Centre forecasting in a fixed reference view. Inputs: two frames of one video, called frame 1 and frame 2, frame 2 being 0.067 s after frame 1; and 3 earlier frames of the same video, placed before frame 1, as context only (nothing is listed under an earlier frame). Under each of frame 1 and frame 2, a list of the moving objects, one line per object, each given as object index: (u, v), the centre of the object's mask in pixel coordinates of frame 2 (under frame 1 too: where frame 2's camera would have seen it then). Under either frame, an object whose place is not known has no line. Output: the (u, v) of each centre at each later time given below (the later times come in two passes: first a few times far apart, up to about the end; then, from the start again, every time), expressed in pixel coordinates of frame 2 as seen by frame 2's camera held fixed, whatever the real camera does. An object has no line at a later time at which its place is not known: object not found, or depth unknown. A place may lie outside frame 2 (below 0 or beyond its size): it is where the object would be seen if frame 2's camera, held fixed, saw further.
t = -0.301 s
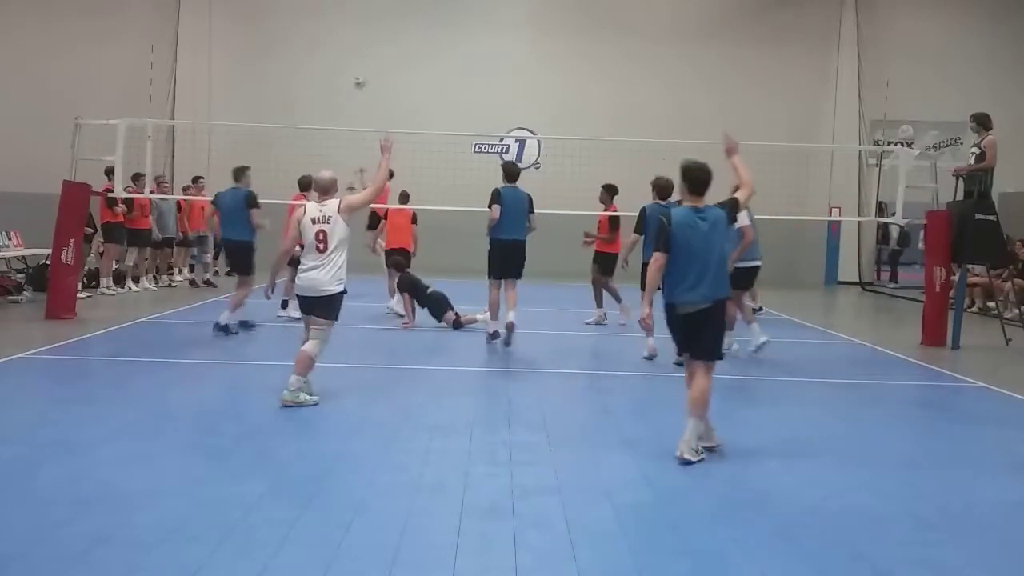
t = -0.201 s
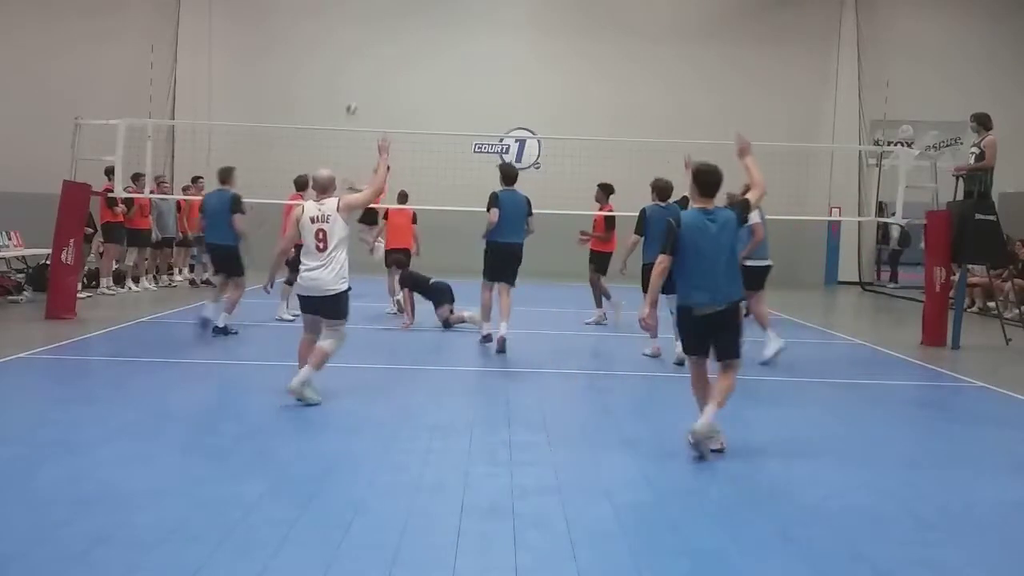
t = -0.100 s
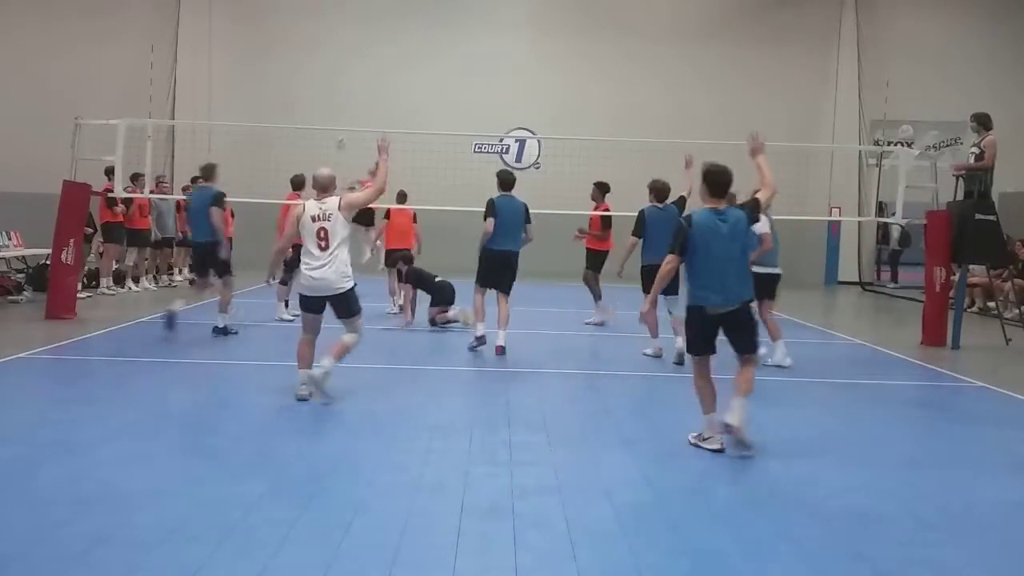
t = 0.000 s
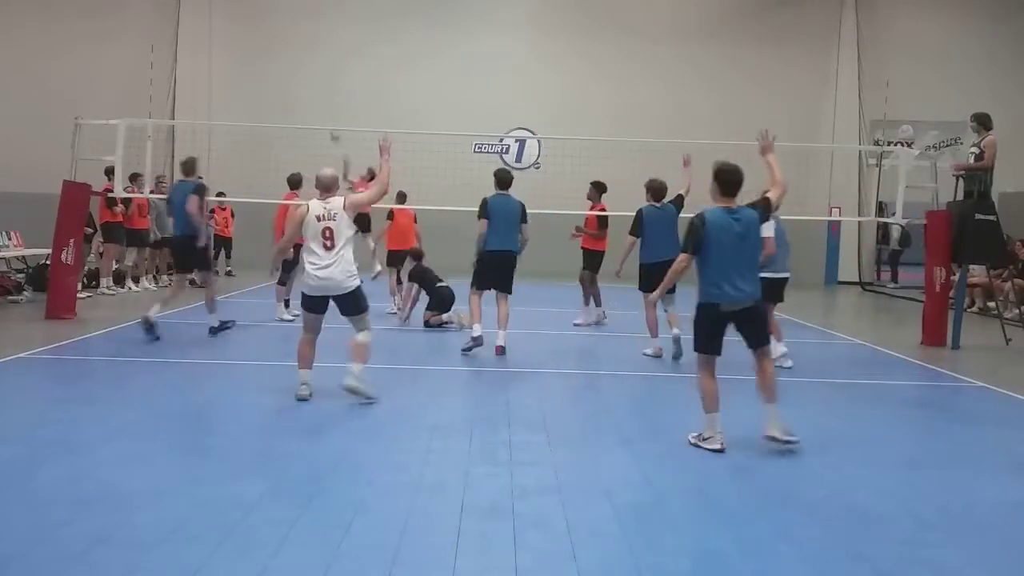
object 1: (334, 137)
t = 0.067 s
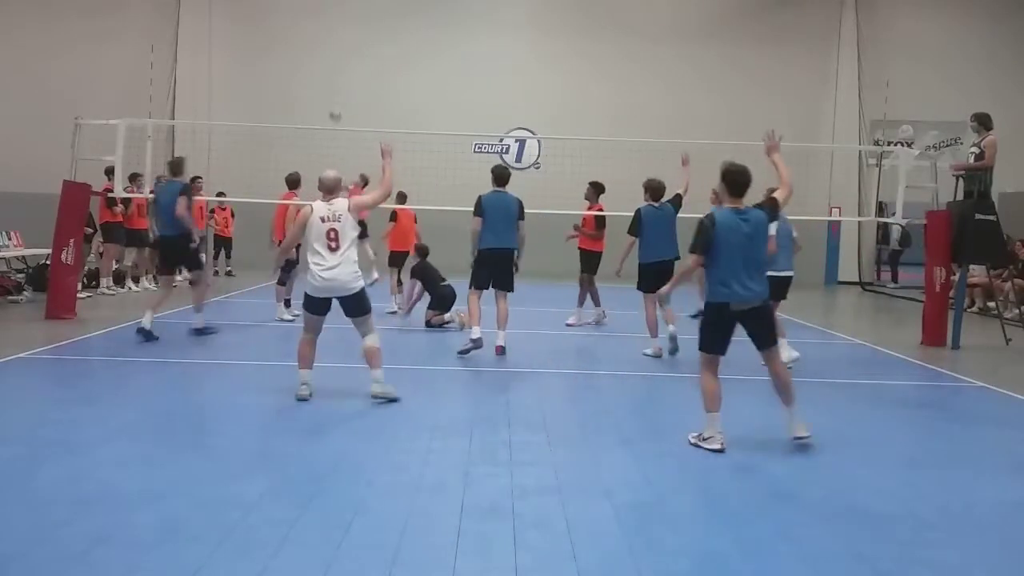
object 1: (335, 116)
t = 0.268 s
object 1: (333, 61)
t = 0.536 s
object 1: (328, 20)
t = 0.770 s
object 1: (326, 32)
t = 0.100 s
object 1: (334, 106)
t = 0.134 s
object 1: (333, 95)
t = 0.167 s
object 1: (333, 86)
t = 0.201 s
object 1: (332, 78)
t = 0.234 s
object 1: (333, 67)
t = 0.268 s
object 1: (333, 61)
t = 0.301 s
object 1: (332, 53)
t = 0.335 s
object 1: (332, 46)
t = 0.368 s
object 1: (331, 39)
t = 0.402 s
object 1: (330, 34)
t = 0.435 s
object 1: (330, 29)
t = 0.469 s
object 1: (329, 25)
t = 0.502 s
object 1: (329, 22)
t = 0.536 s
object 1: (328, 20)
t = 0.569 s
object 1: (328, 19)
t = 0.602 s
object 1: (328, 19)
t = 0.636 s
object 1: (327, 19)
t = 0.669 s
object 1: (327, 21)
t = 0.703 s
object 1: (326, 23)
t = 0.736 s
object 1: (326, 27)
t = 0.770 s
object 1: (326, 32)
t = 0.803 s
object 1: (325, 38)
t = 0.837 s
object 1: (324, 45)
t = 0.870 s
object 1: (323, 54)
